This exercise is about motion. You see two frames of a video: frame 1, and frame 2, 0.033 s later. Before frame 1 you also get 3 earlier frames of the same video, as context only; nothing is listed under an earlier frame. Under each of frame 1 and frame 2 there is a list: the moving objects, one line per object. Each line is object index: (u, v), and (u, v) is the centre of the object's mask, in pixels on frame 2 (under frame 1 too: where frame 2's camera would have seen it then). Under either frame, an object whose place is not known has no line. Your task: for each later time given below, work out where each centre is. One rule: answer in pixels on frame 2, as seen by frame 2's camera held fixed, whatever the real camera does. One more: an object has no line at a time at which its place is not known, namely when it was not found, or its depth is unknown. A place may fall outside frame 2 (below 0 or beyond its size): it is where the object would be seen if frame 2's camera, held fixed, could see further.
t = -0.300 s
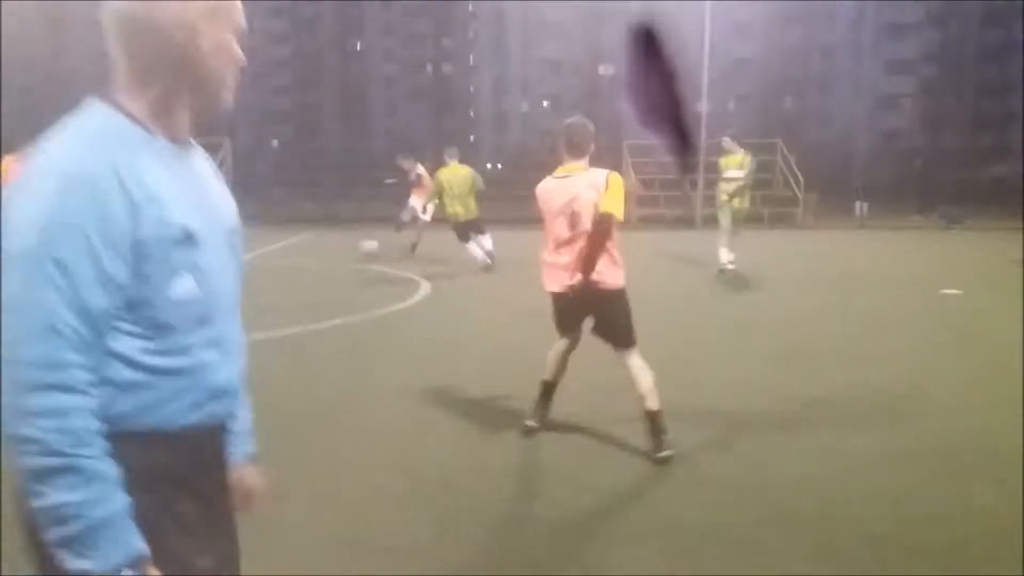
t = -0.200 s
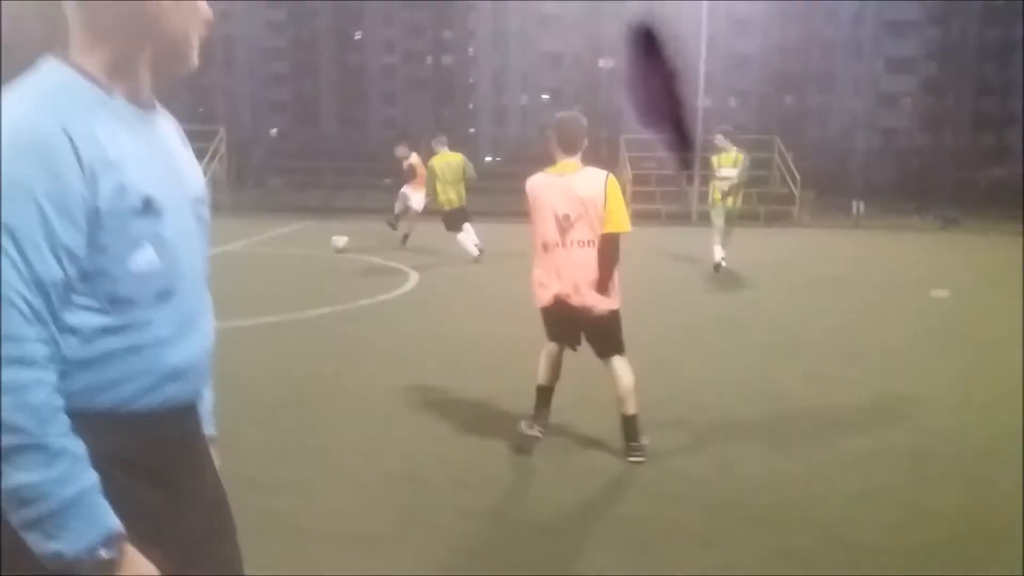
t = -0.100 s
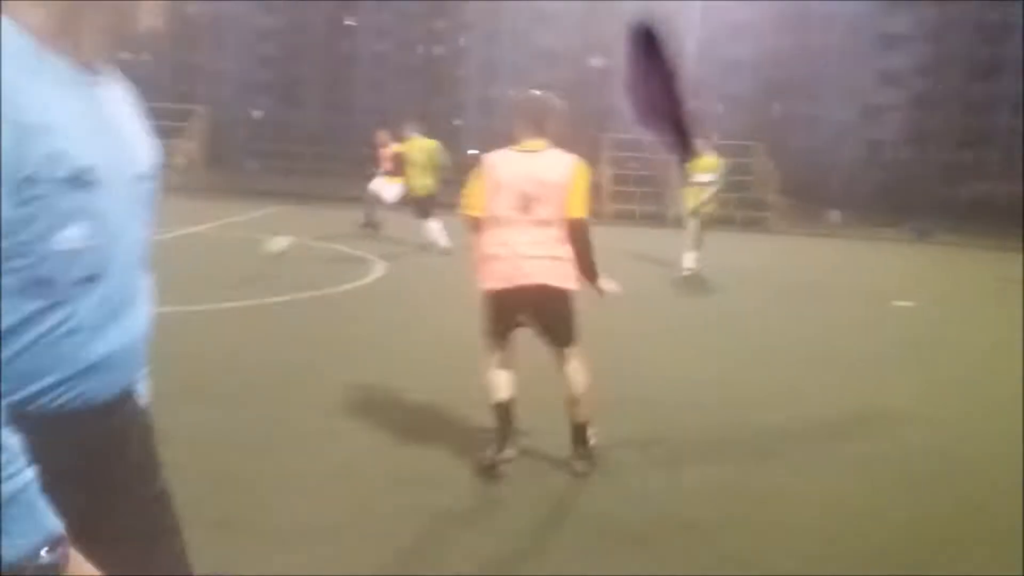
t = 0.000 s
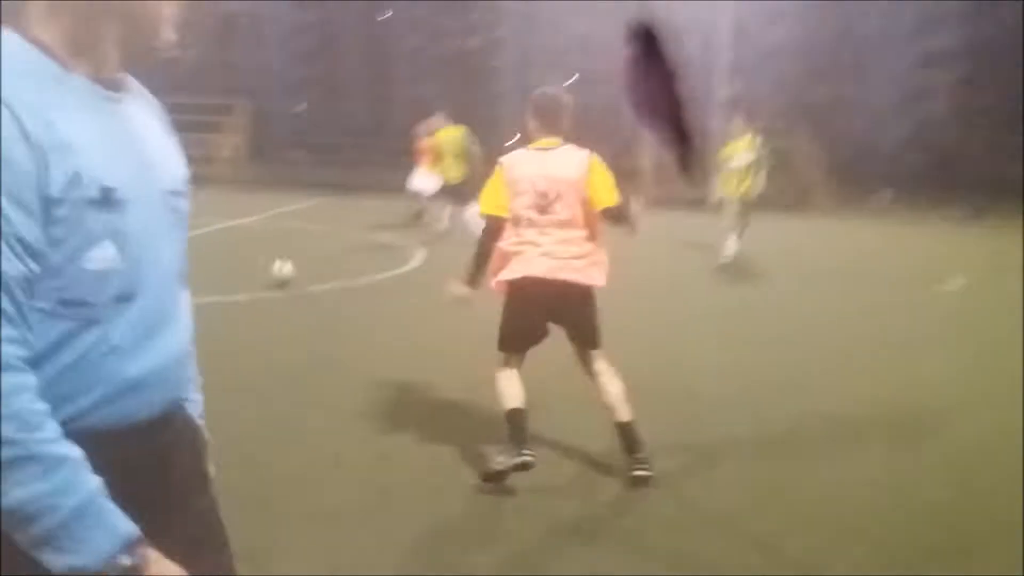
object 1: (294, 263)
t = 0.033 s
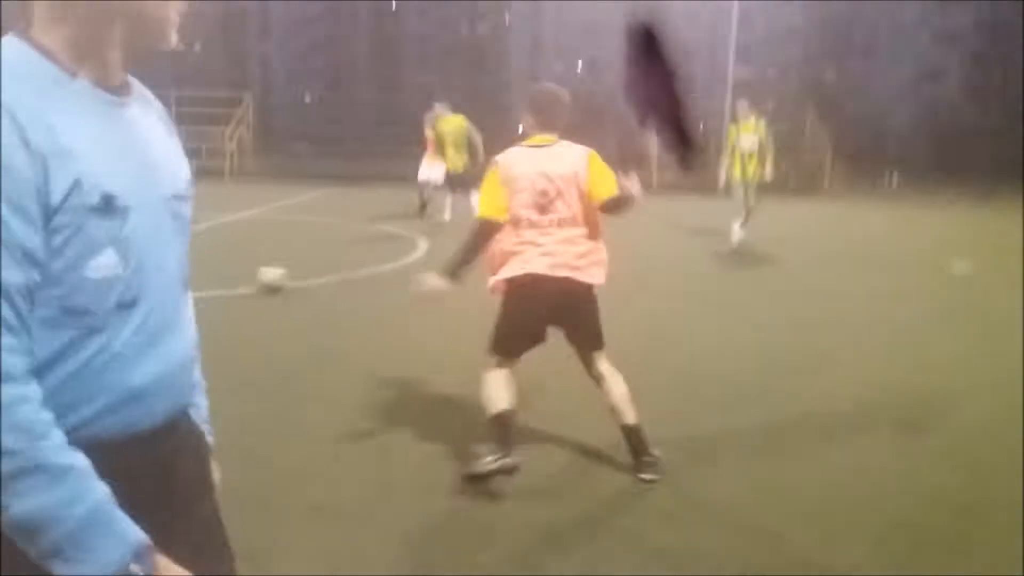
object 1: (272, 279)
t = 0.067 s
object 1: (256, 286)
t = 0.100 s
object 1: (241, 293)
